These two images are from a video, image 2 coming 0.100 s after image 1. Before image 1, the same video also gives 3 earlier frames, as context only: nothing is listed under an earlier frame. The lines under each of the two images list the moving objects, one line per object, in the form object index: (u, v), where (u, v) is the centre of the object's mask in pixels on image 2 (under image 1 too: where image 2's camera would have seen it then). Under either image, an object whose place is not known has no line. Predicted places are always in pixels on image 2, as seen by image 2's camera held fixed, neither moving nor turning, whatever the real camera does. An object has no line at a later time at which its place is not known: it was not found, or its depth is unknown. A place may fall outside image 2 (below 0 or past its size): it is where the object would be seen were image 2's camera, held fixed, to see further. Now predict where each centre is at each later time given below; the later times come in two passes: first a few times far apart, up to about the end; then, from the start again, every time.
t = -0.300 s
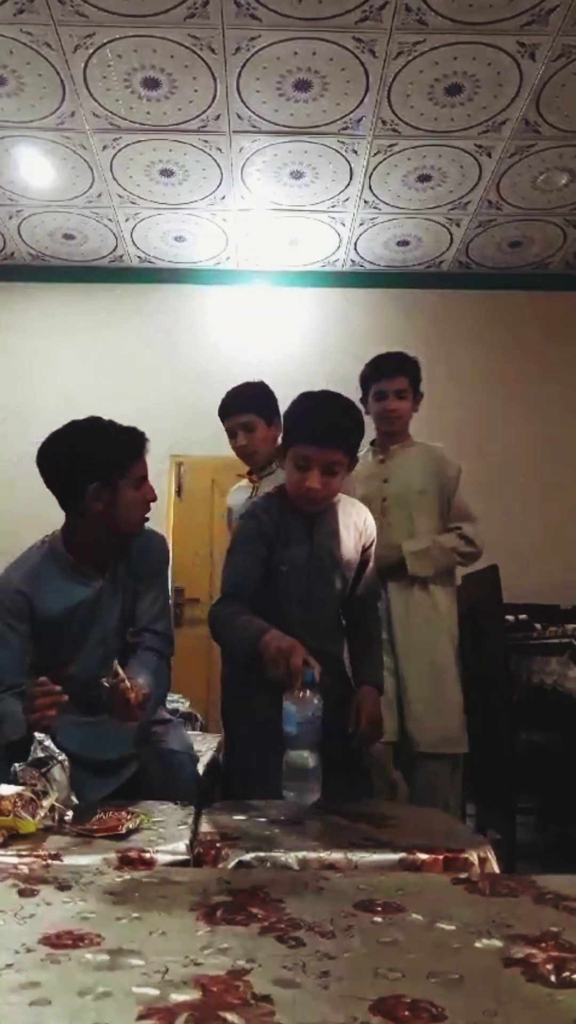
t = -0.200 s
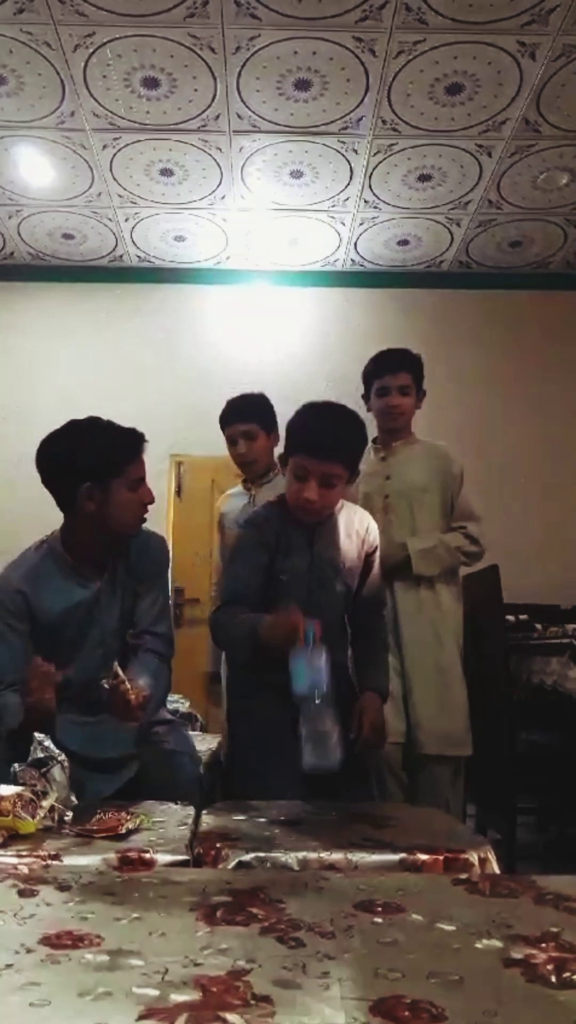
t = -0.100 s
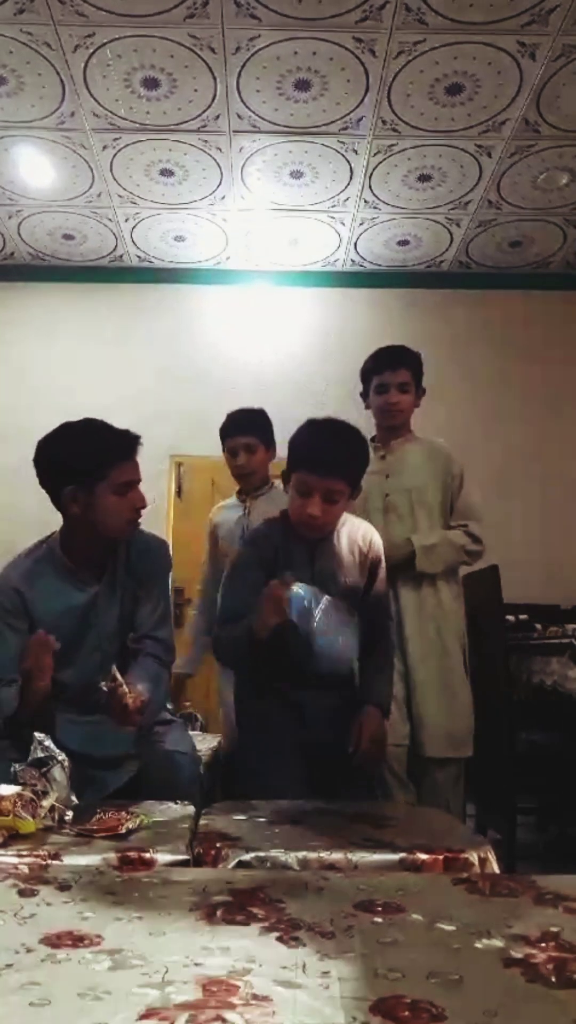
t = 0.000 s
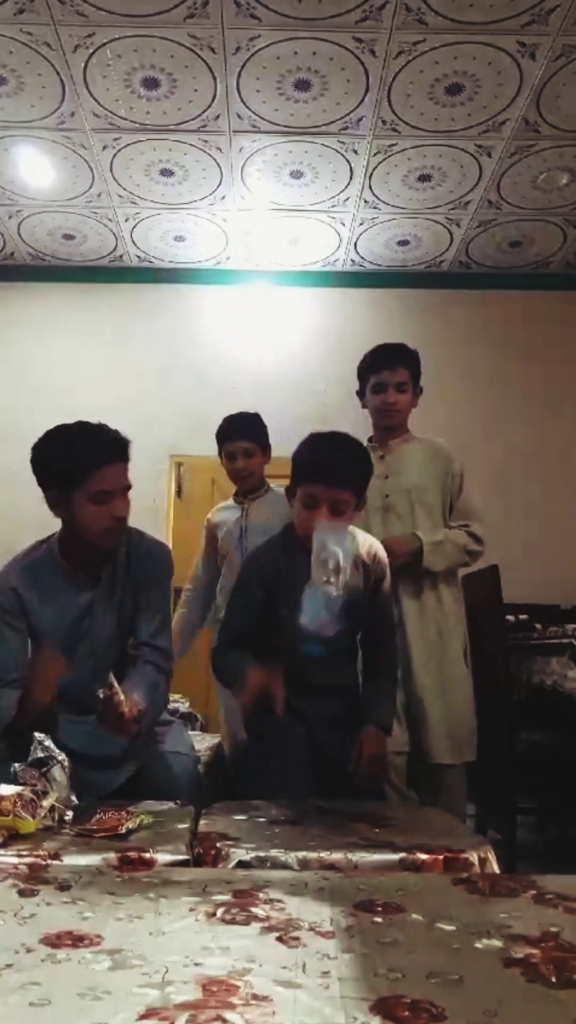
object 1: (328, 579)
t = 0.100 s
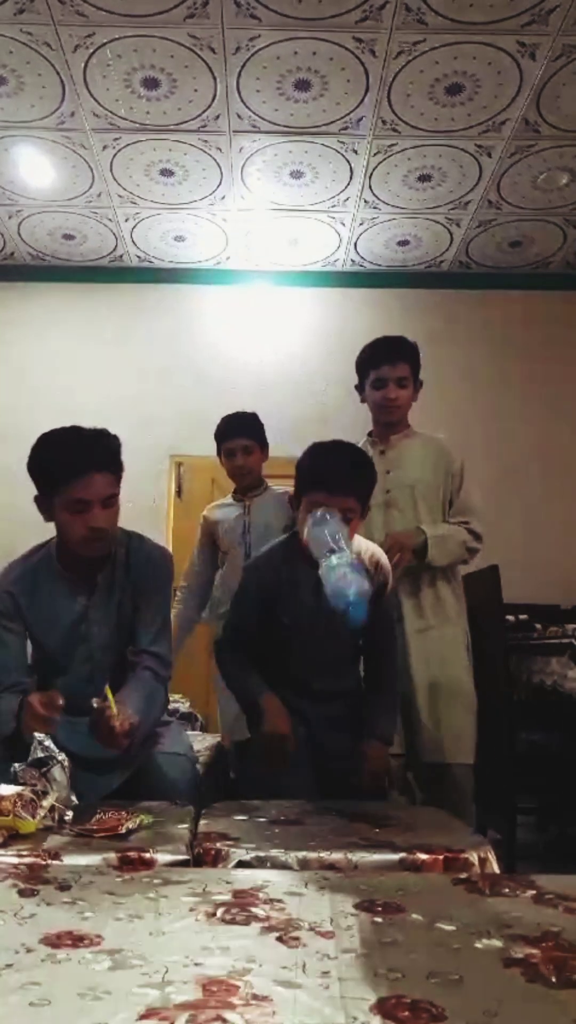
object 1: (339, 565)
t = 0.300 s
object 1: (339, 732)
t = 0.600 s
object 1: (323, 820)
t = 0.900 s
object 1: (308, 819)
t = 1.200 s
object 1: (303, 820)
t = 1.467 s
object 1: (297, 819)
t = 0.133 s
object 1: (340, 571)
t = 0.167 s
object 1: (341, 584)
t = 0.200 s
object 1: (339, 606)
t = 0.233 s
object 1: (339, 636)
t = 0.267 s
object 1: (339, 681)
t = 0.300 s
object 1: (339, 732)
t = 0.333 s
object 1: (342, 782)
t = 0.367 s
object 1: (338, 817)
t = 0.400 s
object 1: (337, 818)
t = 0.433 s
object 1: (334, 818)
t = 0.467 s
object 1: (330, 819)
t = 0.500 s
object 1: (327, 819)
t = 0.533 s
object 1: (326, 819)
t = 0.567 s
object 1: (325, 820)
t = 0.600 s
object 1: (323, 820)
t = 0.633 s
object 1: (320, 820)
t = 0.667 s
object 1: (318, 820)
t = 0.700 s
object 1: (316, 820)
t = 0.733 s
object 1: (316, 820)
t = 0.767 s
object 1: (316, 820)
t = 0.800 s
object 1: (315, 820)
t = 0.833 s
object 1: (310, 819)
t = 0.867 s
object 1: (309, 819)
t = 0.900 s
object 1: (308, 819)
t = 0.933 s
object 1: (308, 820)
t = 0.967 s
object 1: (308, 820)
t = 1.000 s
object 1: (307, 819)
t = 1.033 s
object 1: (307, 820)
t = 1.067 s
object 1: (306, 819)
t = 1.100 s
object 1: (305, 820)
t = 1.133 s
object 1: (304, 819)
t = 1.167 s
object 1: (304, 820)
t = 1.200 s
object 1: (303, 820)
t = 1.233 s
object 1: (303, 820)
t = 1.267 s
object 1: (303, 820)
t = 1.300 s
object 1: (302, 820)
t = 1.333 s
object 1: (302, 819)
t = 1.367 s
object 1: (301, 819)
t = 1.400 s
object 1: (300, 819)
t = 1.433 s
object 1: (298, 819)
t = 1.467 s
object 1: (297, 819)
